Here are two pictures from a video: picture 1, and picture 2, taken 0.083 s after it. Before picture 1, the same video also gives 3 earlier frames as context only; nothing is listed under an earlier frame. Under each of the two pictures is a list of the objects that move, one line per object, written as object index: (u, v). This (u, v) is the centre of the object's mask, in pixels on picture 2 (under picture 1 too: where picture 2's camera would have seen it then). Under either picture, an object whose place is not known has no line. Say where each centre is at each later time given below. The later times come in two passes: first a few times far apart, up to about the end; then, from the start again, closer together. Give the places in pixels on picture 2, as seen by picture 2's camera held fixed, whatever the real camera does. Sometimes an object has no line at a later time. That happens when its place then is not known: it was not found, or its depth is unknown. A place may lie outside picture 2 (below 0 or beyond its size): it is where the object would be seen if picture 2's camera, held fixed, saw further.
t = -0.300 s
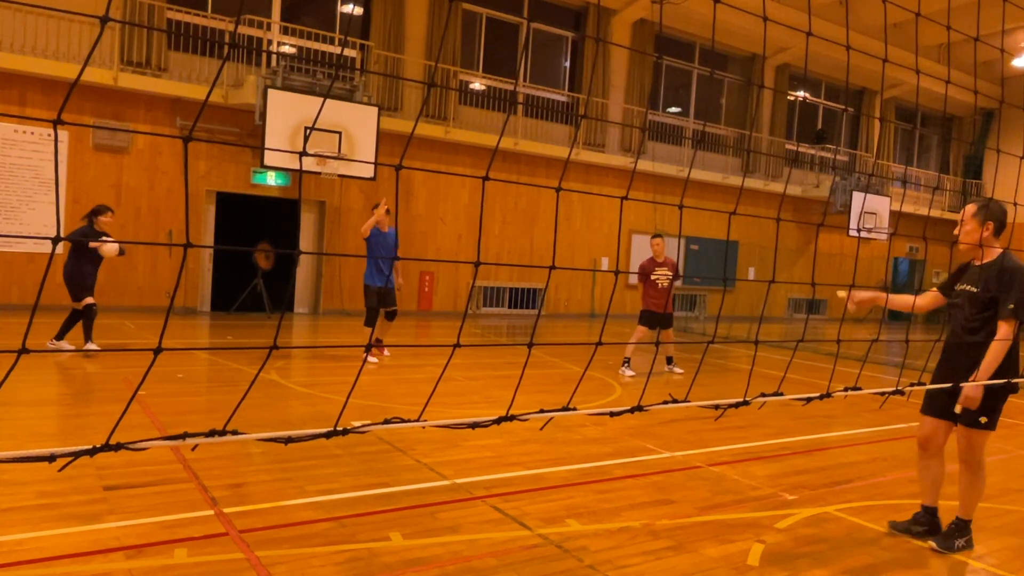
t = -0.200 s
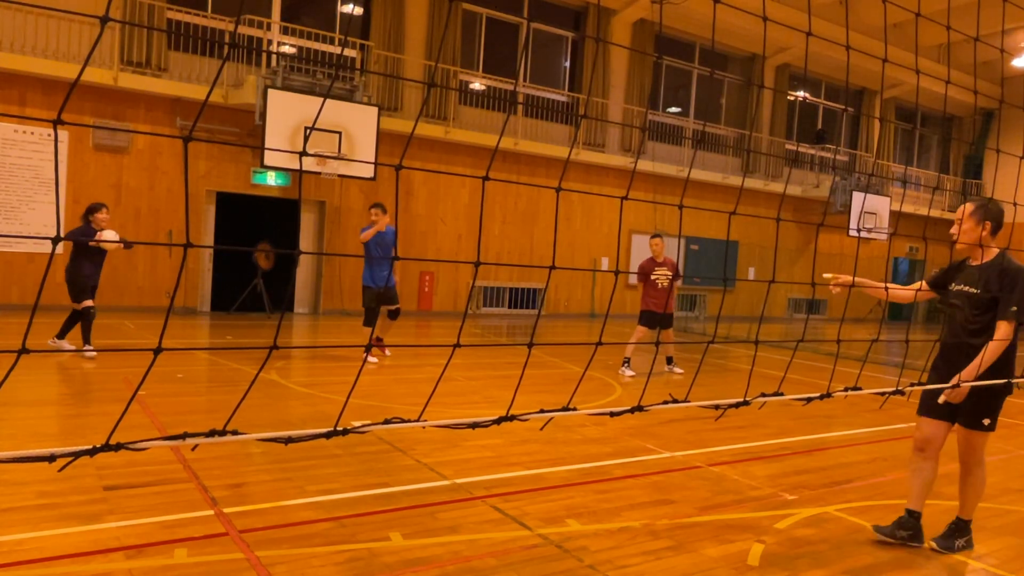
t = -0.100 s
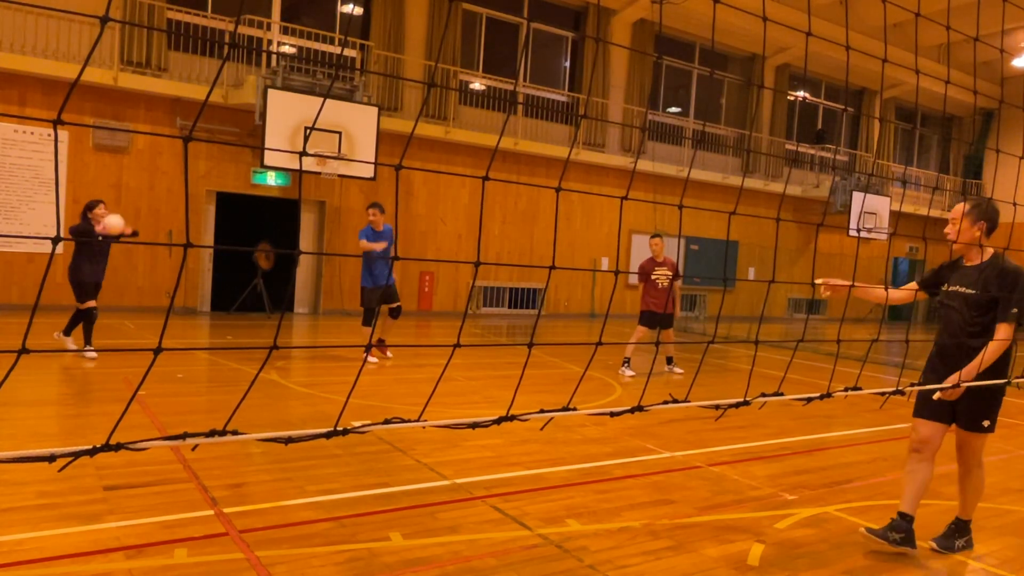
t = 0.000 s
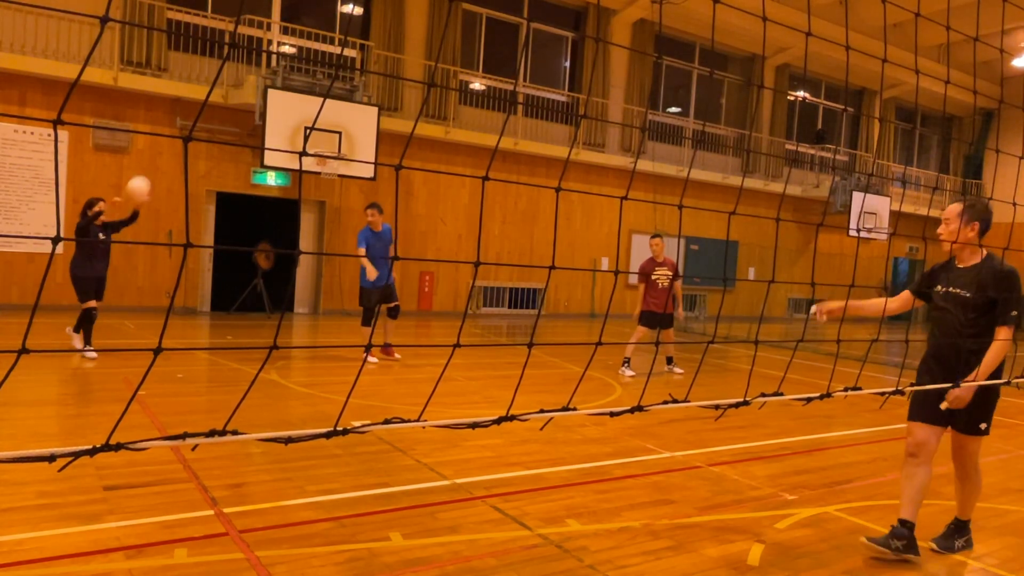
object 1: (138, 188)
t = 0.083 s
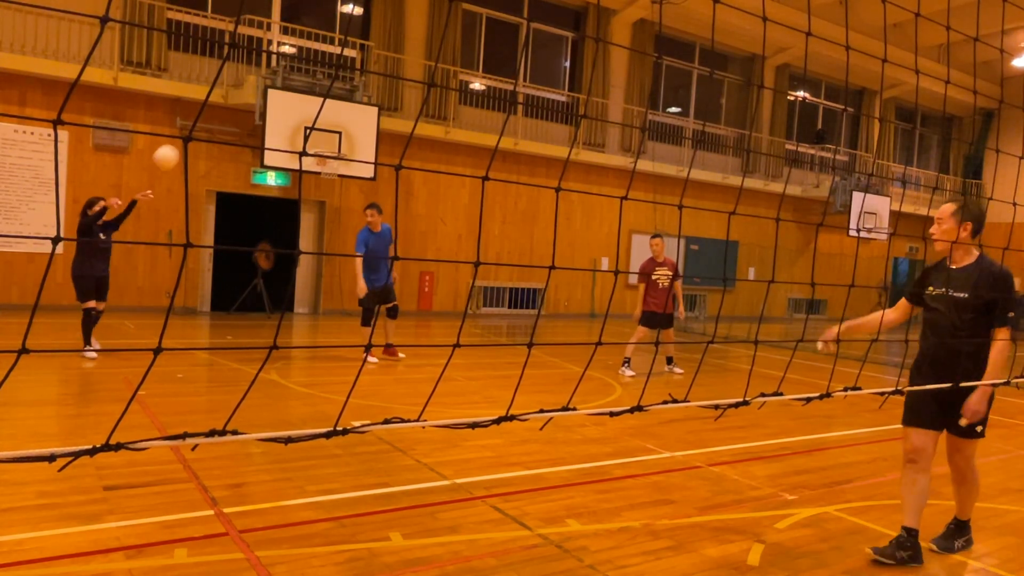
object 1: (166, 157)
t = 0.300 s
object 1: (246, 106)
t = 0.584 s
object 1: (375, 119)
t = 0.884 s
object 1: (543, 281)
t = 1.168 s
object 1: (720, 436)
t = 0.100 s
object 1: (171, 151)
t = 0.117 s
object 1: (176, 146)
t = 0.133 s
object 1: (182, 142)
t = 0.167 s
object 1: (196, 130)
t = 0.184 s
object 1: (202, 127)
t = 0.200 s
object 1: (208, 124)
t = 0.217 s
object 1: (213, 120)
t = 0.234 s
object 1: (220, 117)
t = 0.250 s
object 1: (226, 114)
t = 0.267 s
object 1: (233, 111)
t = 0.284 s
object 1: (240, 108)
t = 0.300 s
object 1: (246, 106)
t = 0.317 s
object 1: (252, 104)
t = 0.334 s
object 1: (258, 102)
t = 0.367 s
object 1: (273, 99)
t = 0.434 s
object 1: (303, 98)
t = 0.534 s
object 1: (349, 107)
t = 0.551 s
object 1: (356, 111)
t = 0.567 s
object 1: (365, 114)
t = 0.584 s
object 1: (375, 119)
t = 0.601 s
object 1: (383, 124)
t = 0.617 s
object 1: (393, 129)
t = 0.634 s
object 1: (398, 133)
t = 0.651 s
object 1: (408, 140)
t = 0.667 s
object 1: (418, 146)
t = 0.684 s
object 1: (426, 152)
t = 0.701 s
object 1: (435, 157)
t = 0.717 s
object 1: (444, 168)
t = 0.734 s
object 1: (454, 177)
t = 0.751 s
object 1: (463, 186)
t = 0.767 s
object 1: (472, 195)
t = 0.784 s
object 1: (482, 206)
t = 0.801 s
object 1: (493, 217)
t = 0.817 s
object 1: (502, 229)
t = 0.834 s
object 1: (512, 241)
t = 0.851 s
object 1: (522, 250)
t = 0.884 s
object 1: (543, 281)
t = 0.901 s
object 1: (553, 295)
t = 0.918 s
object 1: (563, 310)
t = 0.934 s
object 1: (573, 324)
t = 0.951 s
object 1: (584, 341)
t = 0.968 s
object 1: (595, 357)
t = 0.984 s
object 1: (606, 375)
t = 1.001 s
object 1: (617, 392)
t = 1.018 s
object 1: (630, 414)
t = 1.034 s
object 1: (641, 434)
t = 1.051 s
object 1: (651, 456)
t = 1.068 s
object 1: (664, 480)
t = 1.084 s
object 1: (675, 500)
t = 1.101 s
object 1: (684, 485)
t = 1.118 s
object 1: (693, 473)
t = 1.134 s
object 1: (702, 460)
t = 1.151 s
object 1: (710, 448)
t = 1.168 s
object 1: (720, 436)
